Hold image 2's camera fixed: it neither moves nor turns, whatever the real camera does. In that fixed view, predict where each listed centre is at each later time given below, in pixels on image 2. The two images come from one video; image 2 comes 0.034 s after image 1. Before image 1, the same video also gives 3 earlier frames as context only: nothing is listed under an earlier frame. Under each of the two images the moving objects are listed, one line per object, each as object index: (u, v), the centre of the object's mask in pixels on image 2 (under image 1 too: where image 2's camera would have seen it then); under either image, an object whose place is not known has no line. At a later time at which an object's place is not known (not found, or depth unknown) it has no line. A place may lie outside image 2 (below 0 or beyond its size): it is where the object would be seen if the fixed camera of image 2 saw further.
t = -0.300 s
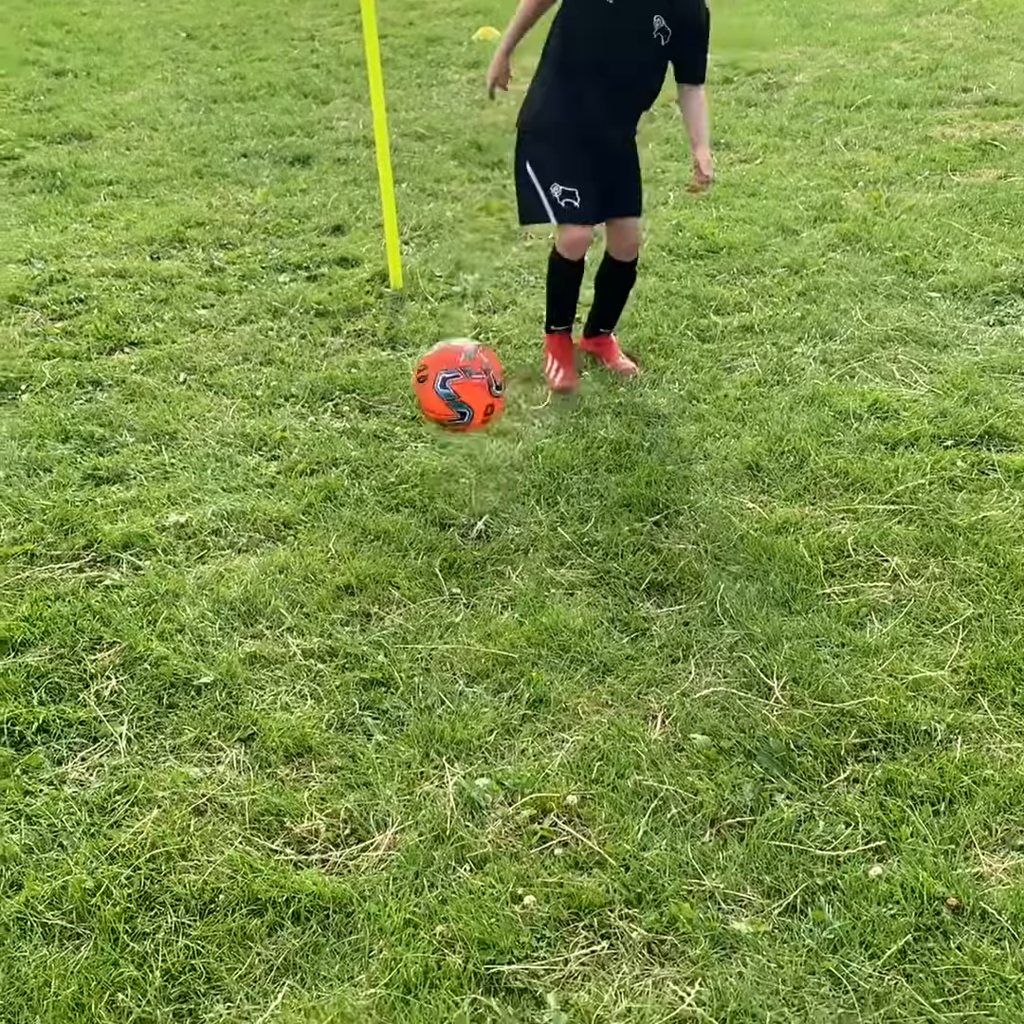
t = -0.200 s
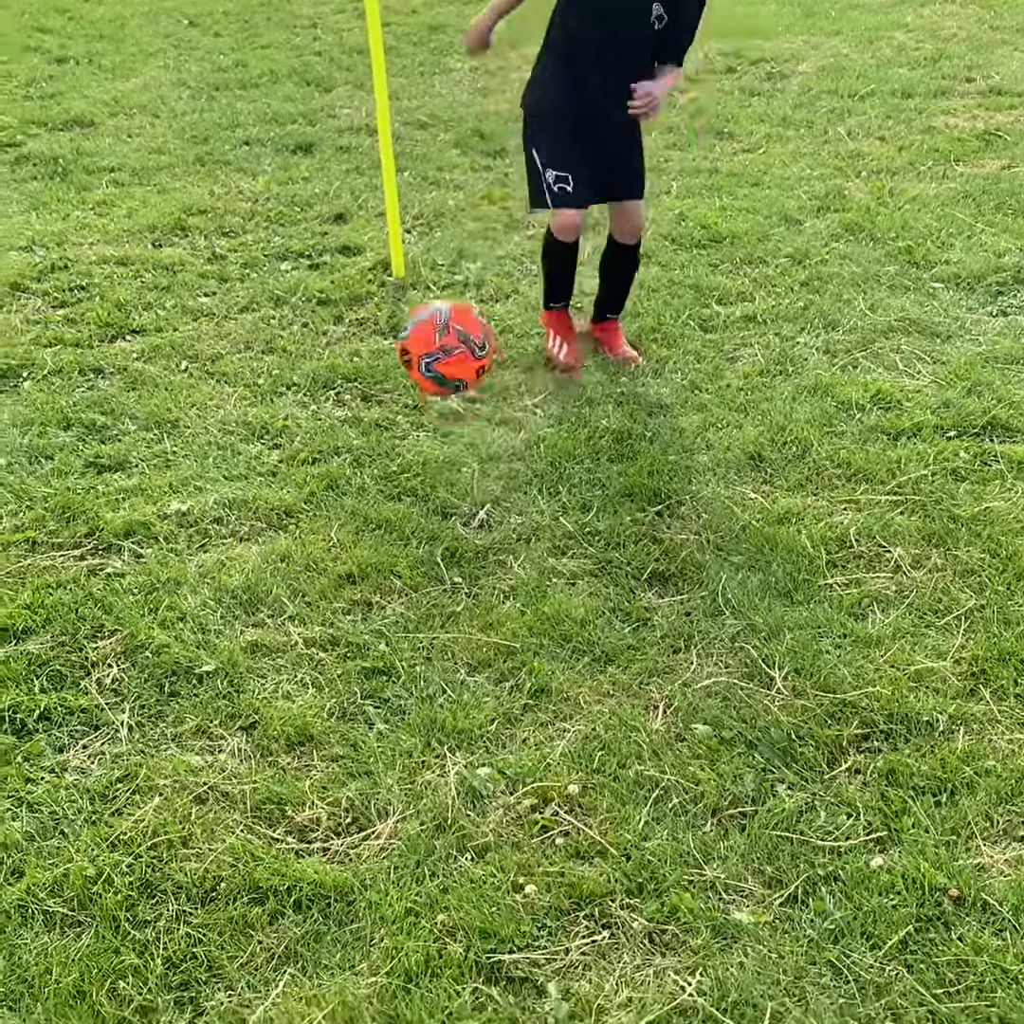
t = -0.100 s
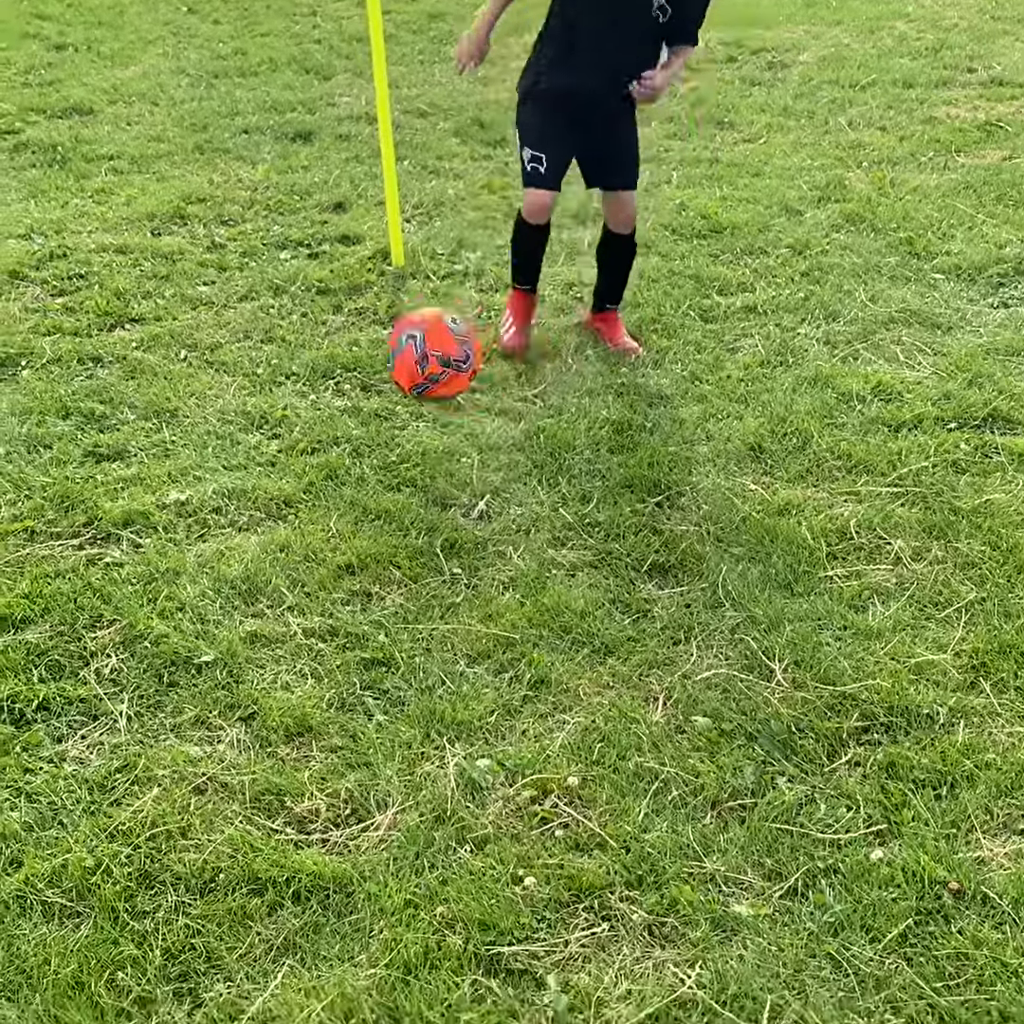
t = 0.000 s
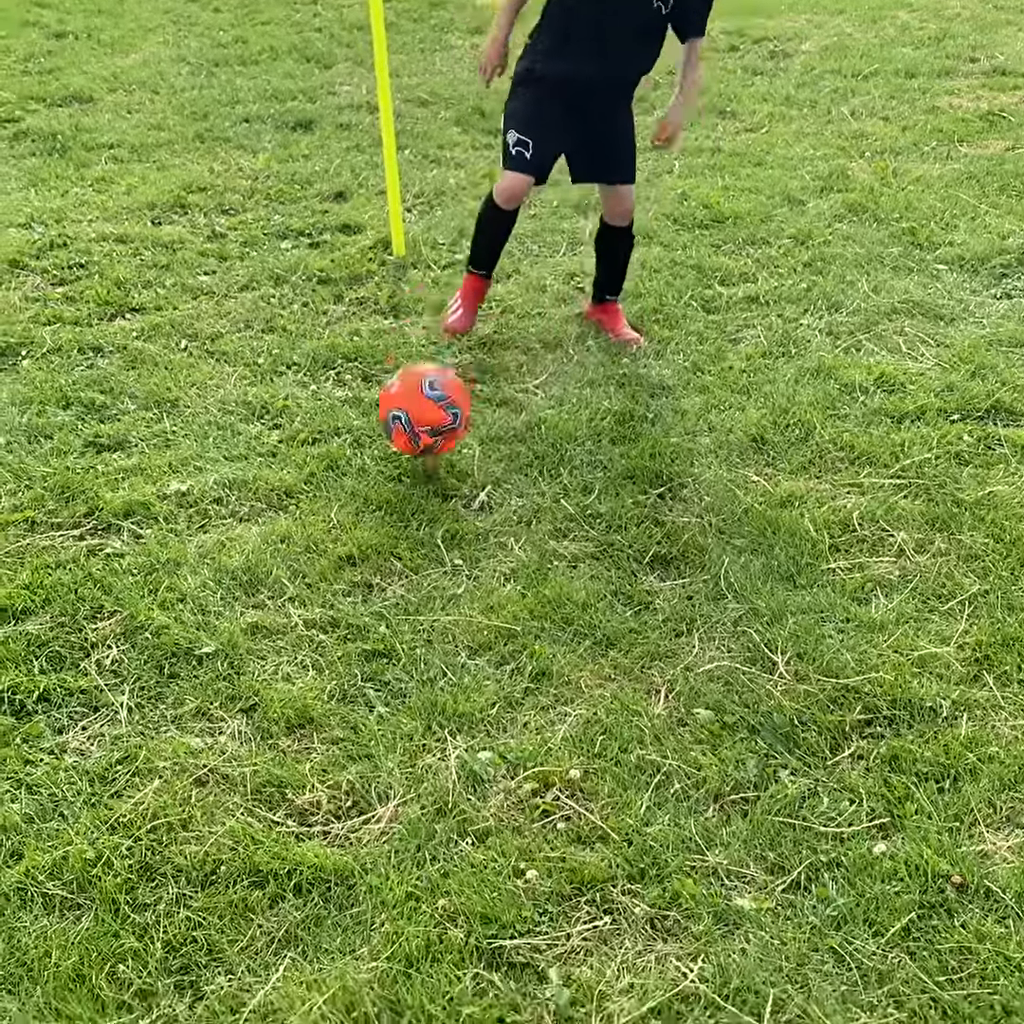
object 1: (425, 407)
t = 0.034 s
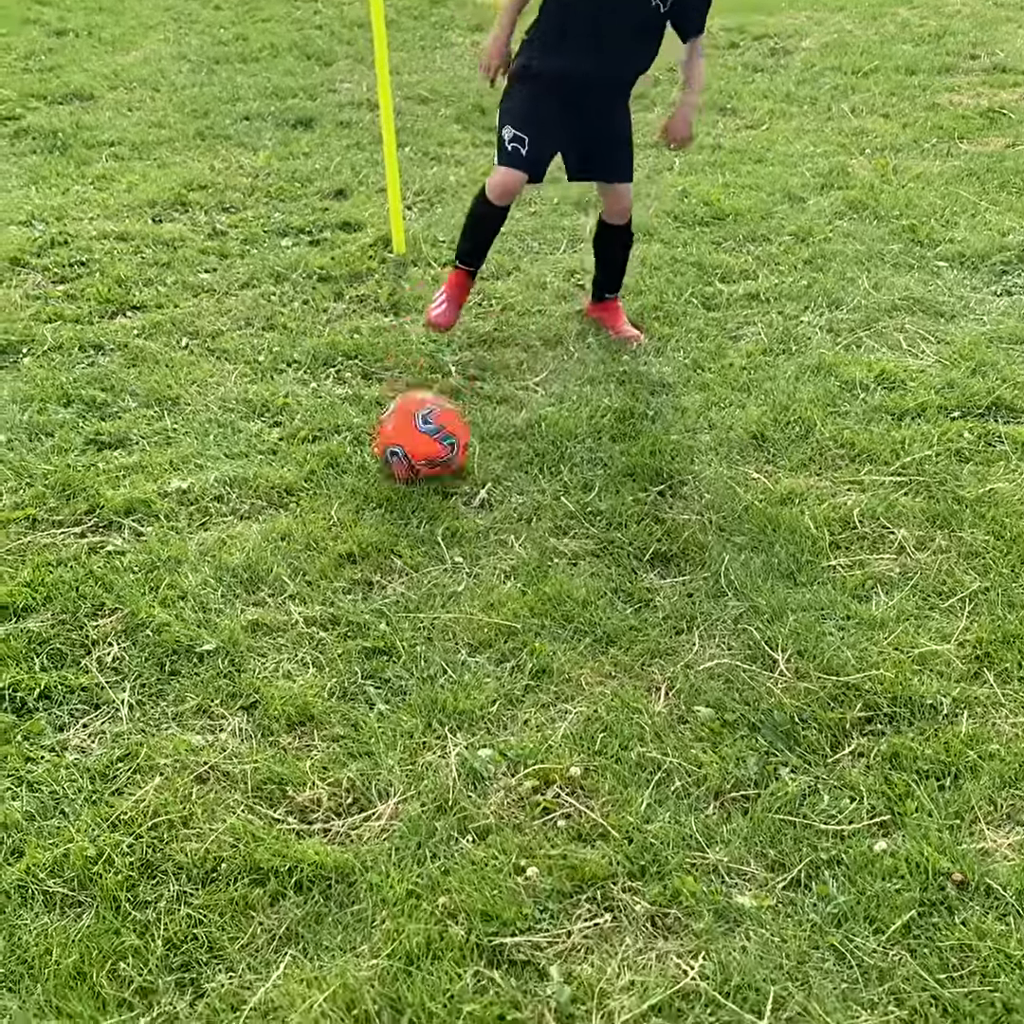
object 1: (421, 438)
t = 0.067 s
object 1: (416, 435)
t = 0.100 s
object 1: (408, 429)
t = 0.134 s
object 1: (399, 426)
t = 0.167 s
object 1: (392, 426)
